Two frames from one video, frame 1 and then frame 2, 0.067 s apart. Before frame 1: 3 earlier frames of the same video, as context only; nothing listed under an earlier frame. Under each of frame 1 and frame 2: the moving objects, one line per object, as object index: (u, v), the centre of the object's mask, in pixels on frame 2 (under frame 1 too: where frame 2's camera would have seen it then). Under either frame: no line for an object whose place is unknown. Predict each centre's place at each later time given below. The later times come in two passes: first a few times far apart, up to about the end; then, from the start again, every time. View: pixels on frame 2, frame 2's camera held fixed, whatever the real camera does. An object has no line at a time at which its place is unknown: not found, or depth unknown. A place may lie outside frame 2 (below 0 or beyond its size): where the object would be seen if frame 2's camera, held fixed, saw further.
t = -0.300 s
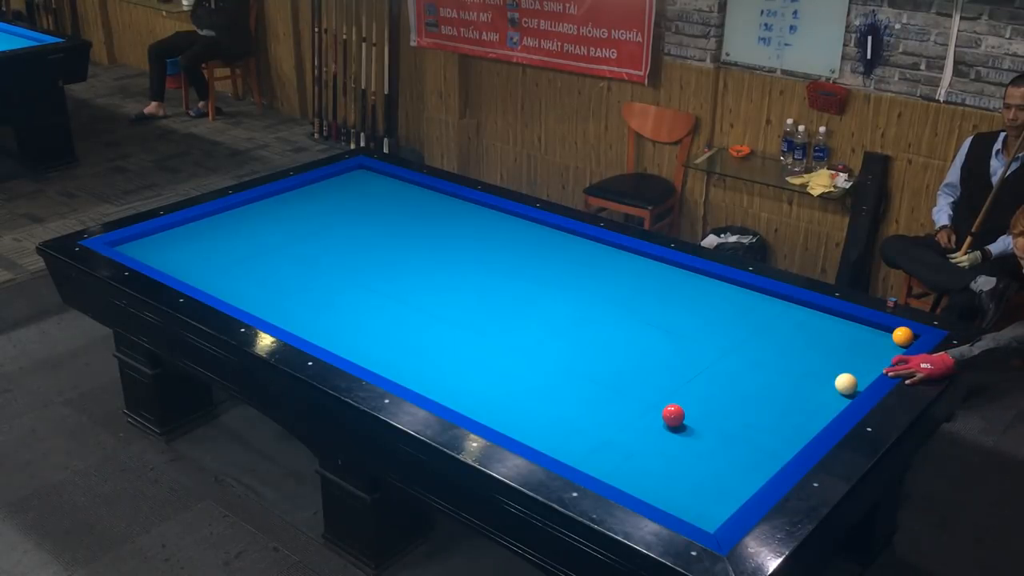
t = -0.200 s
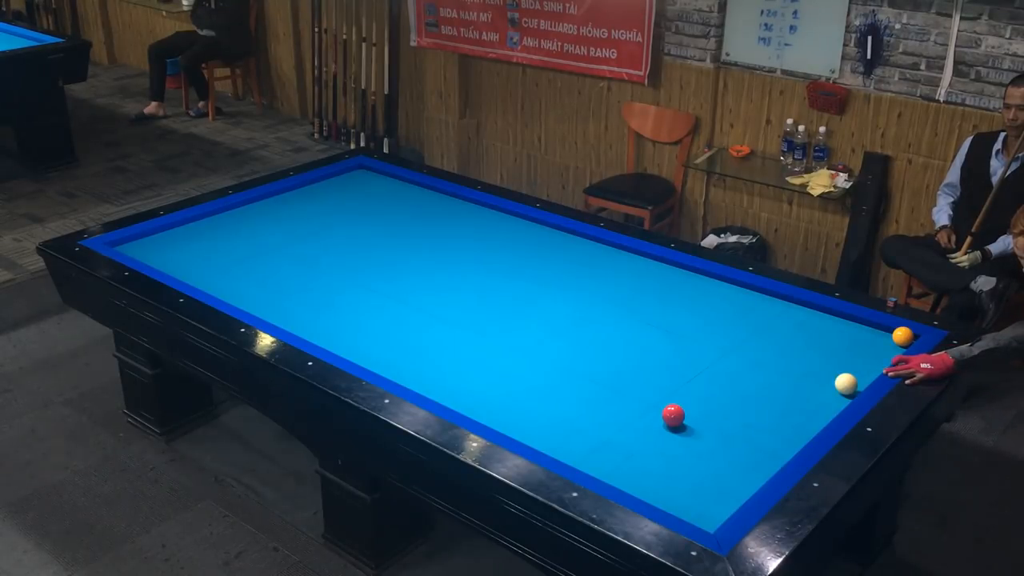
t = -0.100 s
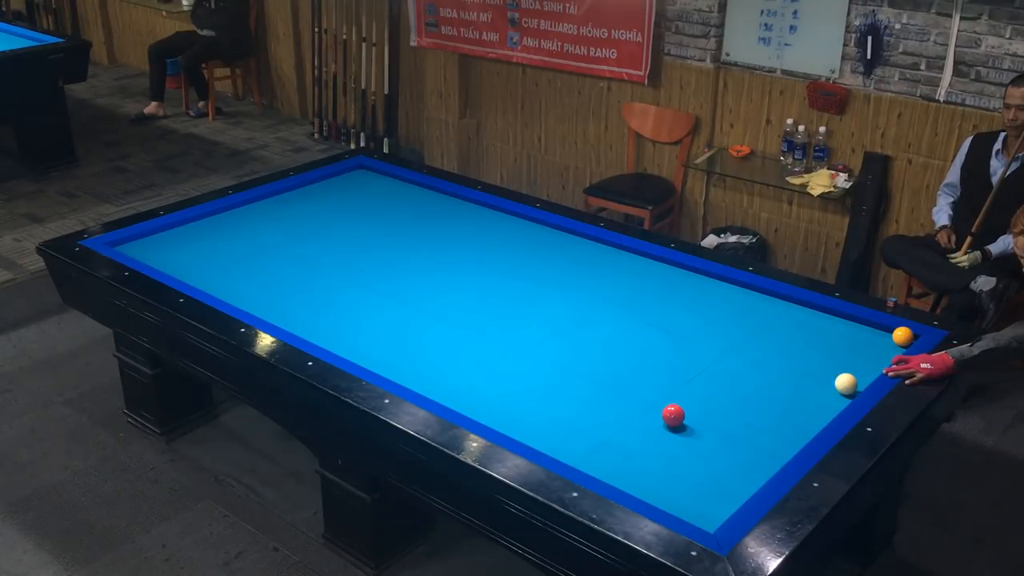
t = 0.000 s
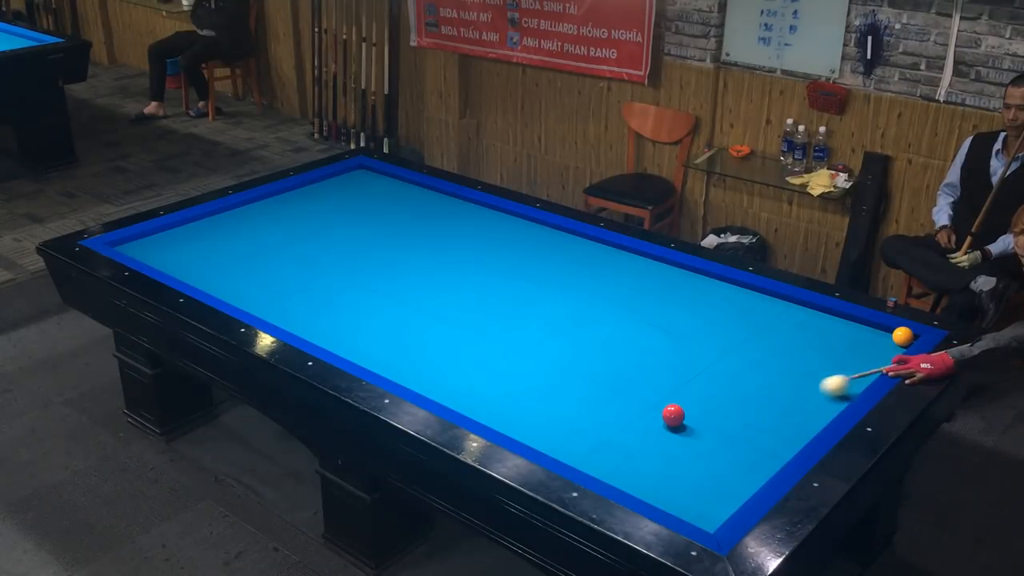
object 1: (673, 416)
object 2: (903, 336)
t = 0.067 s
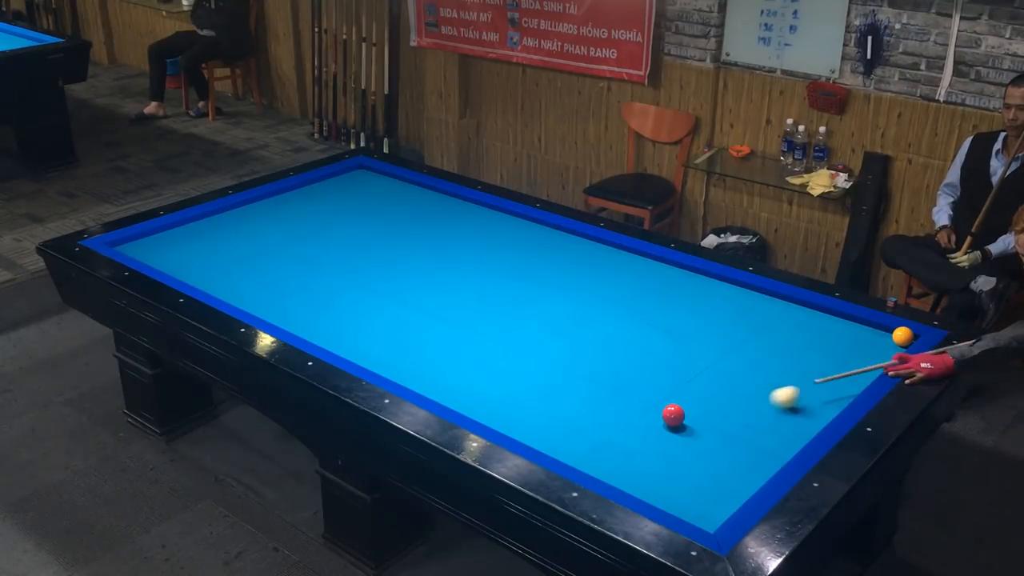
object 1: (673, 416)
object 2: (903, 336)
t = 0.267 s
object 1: (617, 408)
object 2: (903, 336)
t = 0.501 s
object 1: (493, 393)
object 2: (903, 336)
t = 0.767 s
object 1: (398, 372)
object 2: (903, 336)
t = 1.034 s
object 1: (362, 338)
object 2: (903, 336)
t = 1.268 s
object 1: (334, 311)
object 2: (903, 336)
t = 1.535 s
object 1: (305, 284)
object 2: (903, 336)
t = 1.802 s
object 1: (280, 260)
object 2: (903, 336)
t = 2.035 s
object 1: (260, 241)
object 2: (902, 339)
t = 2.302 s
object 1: (240, 221)
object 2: (893, 339)
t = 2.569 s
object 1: (239, 211)
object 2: (885, 339)
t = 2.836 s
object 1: (270, 214)
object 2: (877, 339)
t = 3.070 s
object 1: (297, 217)
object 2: (872, 339)
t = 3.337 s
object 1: (328, 220)
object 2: (867, 339)
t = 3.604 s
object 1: (358, 224)
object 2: (863, 339)
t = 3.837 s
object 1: (384, 226)
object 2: (861, 339)
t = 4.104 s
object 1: (414, 229)
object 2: (861, 339)
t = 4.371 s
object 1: (442, 232)
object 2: (861, 339)
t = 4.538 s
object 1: (460, 234)
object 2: (861, 339)
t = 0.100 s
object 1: (673, 415)
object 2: (903, 336)
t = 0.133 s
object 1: (673, 415)
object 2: (903, 336)
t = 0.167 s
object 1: (673, 415)
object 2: (903, 336)
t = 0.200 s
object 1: (661, 414)
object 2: (903, 336)
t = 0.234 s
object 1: (638, 411)
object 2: (903, 336)
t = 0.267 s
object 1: (617, 408)
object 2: (903, 336)
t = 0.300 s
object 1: (596, 406)
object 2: (903, 336)
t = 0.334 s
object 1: (577, 403)
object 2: (903, 336)
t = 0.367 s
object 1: (558, 401)
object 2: (903, 336)
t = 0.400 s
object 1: (540, 399)
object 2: (903, 336)
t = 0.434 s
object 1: (524, 397)
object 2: (903, 336)
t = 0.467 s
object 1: (508, 395)
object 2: (903, 336)
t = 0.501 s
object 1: (493, 393)
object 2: (903, 336)
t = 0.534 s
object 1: (479, 391)
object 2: (903, 336)
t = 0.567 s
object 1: (464, 390)
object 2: (903, 336)
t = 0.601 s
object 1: (449, 388)
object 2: (903, 336)
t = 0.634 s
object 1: (435, 386)
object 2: (903, 336)
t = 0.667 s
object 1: (421, 383)
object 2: (903, 336)
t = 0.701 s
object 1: (408, 379)
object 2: (903, 336)
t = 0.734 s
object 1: (402, 376)
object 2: (903, 336)
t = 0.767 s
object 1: (398, 372)
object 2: (903, 336)
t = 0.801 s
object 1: (394, 368)
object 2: (903, 336)
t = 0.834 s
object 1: (389, 363)
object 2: (903, 336)
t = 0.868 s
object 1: (384, 359)
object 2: (903, 336)
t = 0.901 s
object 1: (380, 355)
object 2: (903, 336)
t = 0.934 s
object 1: (375, 351)
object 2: (903, 336)
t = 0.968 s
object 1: (371, 346)
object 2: (902, 336)
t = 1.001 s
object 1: (366, 342)
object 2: (903, 336)
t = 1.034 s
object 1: (362, 338)
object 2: (903, 336)
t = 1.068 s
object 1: (358, 334)
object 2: (903, 336)
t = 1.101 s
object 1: (354, 330)
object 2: (903, 336)
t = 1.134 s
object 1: (350, 326)
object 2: (903, 336)
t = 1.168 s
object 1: (346, 322)
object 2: (903, 336)
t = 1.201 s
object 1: (341, 319)
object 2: (903, 336)
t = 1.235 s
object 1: (338, 315)
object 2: (903, 336)
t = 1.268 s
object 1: (334, 311)
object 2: (903, 336)
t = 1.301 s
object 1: (330, 308)
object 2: (903, 336)
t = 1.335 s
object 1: (326, 304)
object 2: (903, 336)
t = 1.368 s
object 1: (323, 301)
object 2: (903, 336)
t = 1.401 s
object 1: (319, 298)
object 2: (903, 336)
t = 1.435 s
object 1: (316, 294)
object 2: (903, 336)
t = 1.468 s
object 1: (312, 291)
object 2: (903, 336)
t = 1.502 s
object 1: (309, 287)
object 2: (903, 336)
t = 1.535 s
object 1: (305, 284)
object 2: (903, 336)
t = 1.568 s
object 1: (302, 281)
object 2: (903, 336)
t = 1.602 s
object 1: (299, 278)
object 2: (903, 336)
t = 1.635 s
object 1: (295, 275)
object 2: (903, 336)
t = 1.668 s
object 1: (292, 272)
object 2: (903, 336)
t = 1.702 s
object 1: (289, 269)
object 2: (903, 336)
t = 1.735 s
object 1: (286, 266)
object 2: (903, 336)
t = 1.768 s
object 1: (283, 263)
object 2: (903, 336)
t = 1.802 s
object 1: (280, 260)
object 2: (903, 336)
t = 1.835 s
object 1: (277, 257)
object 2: (905, 336)
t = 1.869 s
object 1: (274, 254)
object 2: (905, 337)
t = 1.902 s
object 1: (271, 252)
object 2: (905, 338)
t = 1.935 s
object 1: (268, 249)
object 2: (906, 338)
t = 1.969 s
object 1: (265, 246)
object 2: (904, 338)
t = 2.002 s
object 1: (263, 244)
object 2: (903, 338)
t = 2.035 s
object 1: (260, 241)
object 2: (902, 339)
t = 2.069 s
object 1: (257, 239)
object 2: (901, 339)
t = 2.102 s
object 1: (255, 236)
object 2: (900, 339)
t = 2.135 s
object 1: (252, 233)
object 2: (898, 339)
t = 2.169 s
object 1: (250, 231)
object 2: (897, 339)
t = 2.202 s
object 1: (247, 229)
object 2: (896, 339)
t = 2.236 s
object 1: (245, 226)
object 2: (895, 339)
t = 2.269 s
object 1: (242, 224)
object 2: (894, 339)
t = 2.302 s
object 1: (240, 221)
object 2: (893, 339)
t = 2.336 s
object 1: (237, 219)
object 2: (892, 339)
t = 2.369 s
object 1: (235, 217)
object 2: (891, 339)
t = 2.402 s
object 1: (233, 214)
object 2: (890, 339)
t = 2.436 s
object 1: (231, 212)
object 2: (889, 339)
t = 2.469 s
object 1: (228, 210)
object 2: (888, 339)
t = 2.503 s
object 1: (230, 210)
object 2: (887, 339)
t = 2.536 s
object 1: (234, 210)
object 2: (886, 339)
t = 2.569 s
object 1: (239, 211)
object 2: (885, 339)
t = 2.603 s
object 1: (243, 211)
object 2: (884, 339)
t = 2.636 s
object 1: (247, 212)
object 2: (883, 339)
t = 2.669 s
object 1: (251, 212)
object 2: (882, 339)
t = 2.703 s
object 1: (254, 213)
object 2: (881, 339)
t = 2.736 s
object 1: (258, 213)
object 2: (880, 339)
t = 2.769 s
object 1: (262, 213)
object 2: (879, 339)
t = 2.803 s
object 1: (266, 214)
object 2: (878, 339)
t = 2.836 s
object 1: (270, 214)
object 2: (877, 339)
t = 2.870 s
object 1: (274, 215)
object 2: (877, 339)
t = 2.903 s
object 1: (278, 215)
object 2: (876, 339)
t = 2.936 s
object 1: (282, 216)
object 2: (875, 339)
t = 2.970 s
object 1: (286, 216)
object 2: (874, 339)
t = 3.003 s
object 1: (290, 216)
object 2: (873, 339)
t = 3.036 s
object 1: (294, 217)
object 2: (873, 339)
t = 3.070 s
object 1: (297, 217)
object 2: (872, 339)
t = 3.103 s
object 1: (301, 218)
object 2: (871, 339)
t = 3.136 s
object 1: (305, 218)
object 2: (871, 339)
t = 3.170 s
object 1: (309, 219)
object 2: (870, 339)
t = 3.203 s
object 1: (313, 219)
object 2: (869, 339)
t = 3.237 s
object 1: (317, 219)
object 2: (869, 339)
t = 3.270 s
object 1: (321, 220)
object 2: (868, 339)
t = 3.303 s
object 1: (324, 220)
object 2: (868, 339)
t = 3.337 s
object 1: (328, 220)
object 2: (867, 339)
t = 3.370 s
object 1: (332, 221)
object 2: (866, 339)
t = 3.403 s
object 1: (336, 221)
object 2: (866, 339)
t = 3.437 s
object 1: (339, 221)
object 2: (866, 339)
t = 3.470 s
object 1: (343, 222)
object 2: (865, 339)
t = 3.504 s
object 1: (347, 222)
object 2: (864, 339)
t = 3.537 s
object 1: (351, 223)
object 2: (864, 339)
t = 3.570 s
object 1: (354, 223)
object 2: (864, 339)
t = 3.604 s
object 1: (358, 224)
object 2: (863, 339)
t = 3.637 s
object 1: (362, 224)
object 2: (863, 339)
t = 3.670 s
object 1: (366, 224)
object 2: (863, 339)
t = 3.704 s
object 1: (369, 225)
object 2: (862, 339)
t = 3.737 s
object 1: (373, 225)
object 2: (862, 339)
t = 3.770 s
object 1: (377, 225)
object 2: (862, 339)
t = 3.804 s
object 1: (380, 226)
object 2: (862, 339)
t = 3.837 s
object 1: (384, 226)
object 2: (861, 339)
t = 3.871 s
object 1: (388, 227)
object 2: (861, 339)
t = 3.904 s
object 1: (391, 227)
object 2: (861, 339)
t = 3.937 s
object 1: (395, 227)
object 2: (861, 339)
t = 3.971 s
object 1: (399, 228)
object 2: (861, 339)
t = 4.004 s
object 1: (402, 228)
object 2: (861, 339)
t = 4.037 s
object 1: (406, 228)
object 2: (861, 339)
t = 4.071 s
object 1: (410, 229)
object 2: (861, 339)
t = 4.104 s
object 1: (414, 229)
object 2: (861, 339)
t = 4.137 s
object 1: (417, 229)
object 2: (861, 339)
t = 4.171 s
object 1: (420, 230)
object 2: (861, 339)
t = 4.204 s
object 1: (424, 230)
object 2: (861, 339)
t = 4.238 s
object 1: (428, 231)
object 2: (861, 339)
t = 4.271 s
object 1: (432, 231)
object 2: (861, 339)
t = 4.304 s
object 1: (435, 231)
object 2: (861, 339)
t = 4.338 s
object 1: (438, 232)
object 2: (861, 339)
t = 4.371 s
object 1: (442, 232)
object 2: (861, 339)
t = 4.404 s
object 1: (446, 232)
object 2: (861, 339)
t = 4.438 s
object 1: (449, 233)
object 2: (861, 339)
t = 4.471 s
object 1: (453, 233)
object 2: (861, 339)
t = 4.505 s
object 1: (456, 233)
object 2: (861, 339)
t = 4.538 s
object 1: (460, 234)
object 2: (861, 339)
